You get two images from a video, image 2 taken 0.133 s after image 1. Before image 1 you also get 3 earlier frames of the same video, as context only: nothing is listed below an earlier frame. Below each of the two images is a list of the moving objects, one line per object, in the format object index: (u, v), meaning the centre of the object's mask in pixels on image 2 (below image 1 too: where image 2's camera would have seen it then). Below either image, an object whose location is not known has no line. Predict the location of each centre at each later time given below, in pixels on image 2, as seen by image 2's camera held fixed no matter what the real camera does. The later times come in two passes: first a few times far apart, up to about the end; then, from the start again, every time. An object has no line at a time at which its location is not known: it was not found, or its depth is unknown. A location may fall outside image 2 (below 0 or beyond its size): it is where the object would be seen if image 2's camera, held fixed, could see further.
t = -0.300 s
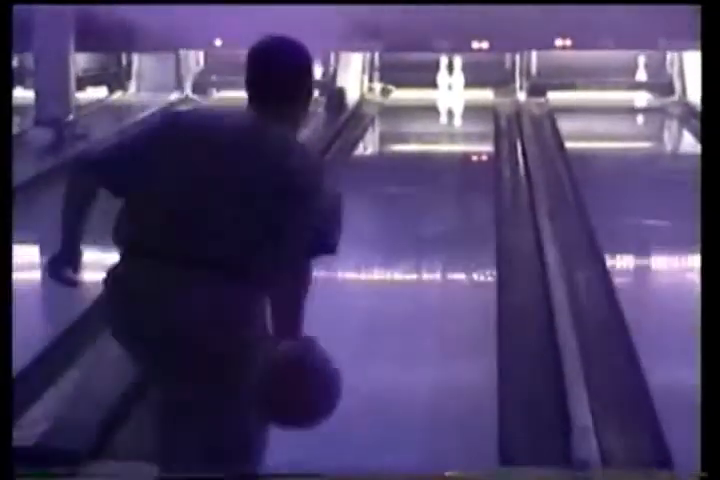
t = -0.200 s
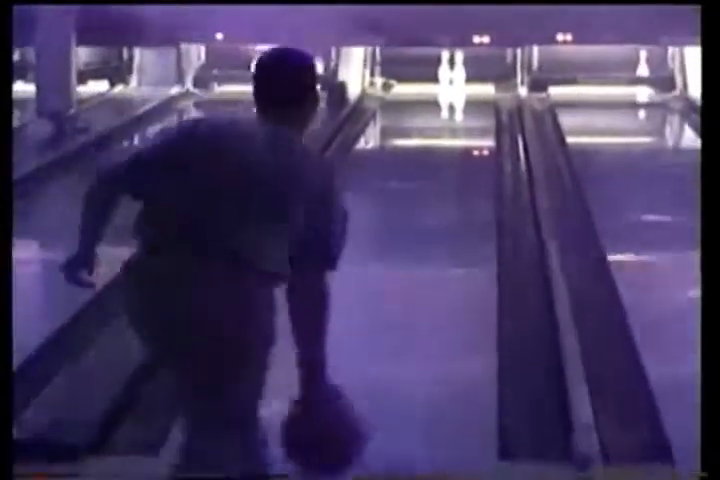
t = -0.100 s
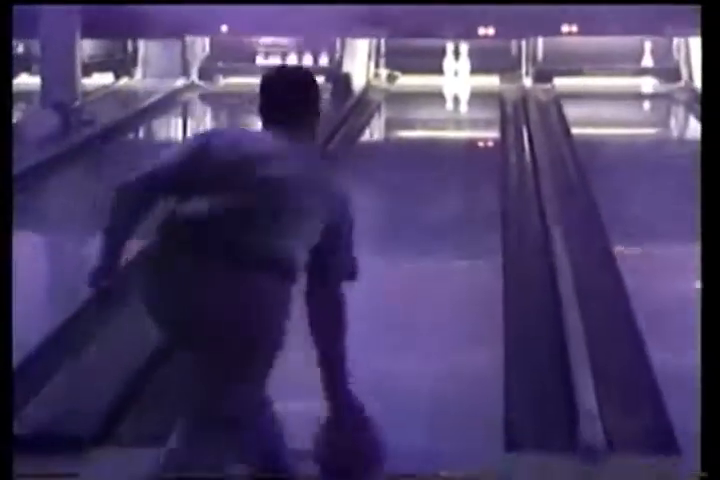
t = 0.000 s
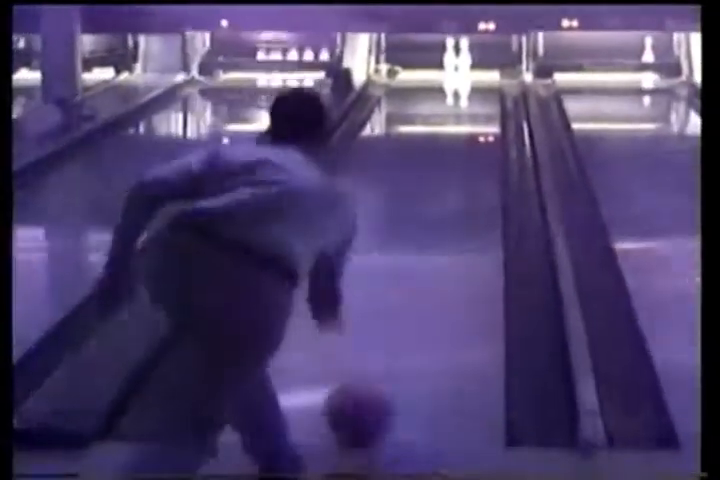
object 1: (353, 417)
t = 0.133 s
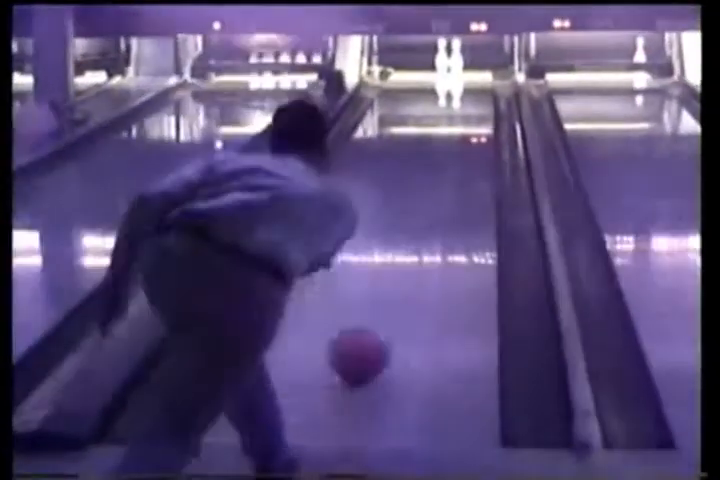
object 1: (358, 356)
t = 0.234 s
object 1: (361, 319)
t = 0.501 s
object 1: (367, 251)
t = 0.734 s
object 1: (374, 209)
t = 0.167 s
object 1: (359, 344)
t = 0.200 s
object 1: (359, 331)
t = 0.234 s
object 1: (361, 319)
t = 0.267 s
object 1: (362, 310)
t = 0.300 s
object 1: (363, 299)
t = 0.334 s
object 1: (365, 290)
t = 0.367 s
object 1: (366, 280)
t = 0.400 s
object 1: (366, 271)
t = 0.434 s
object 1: (367, 264)
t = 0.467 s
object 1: (367, 257)
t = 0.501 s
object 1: (367, 251)
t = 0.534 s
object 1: (368, 243)
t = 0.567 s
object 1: (371, 236)
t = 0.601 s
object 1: (371, 229)
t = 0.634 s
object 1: (372, 227)
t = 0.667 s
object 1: (372, 219)
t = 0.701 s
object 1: (373, 215)
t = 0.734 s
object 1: (374, 209)
